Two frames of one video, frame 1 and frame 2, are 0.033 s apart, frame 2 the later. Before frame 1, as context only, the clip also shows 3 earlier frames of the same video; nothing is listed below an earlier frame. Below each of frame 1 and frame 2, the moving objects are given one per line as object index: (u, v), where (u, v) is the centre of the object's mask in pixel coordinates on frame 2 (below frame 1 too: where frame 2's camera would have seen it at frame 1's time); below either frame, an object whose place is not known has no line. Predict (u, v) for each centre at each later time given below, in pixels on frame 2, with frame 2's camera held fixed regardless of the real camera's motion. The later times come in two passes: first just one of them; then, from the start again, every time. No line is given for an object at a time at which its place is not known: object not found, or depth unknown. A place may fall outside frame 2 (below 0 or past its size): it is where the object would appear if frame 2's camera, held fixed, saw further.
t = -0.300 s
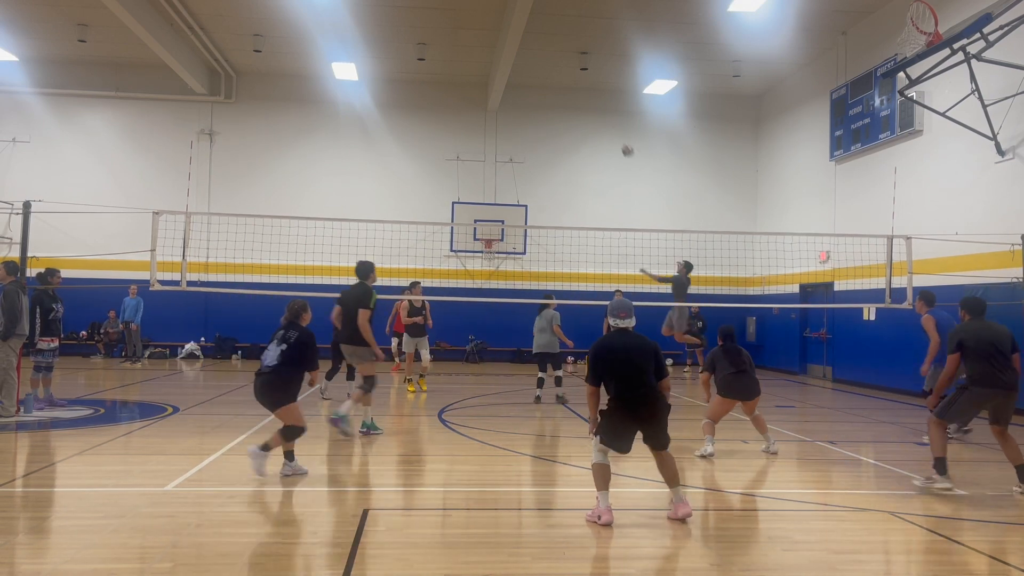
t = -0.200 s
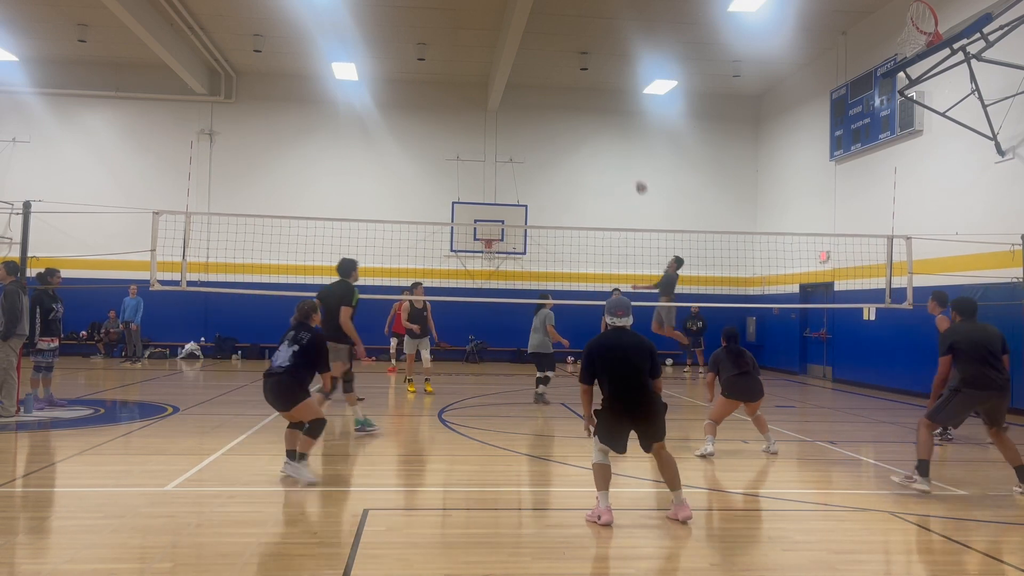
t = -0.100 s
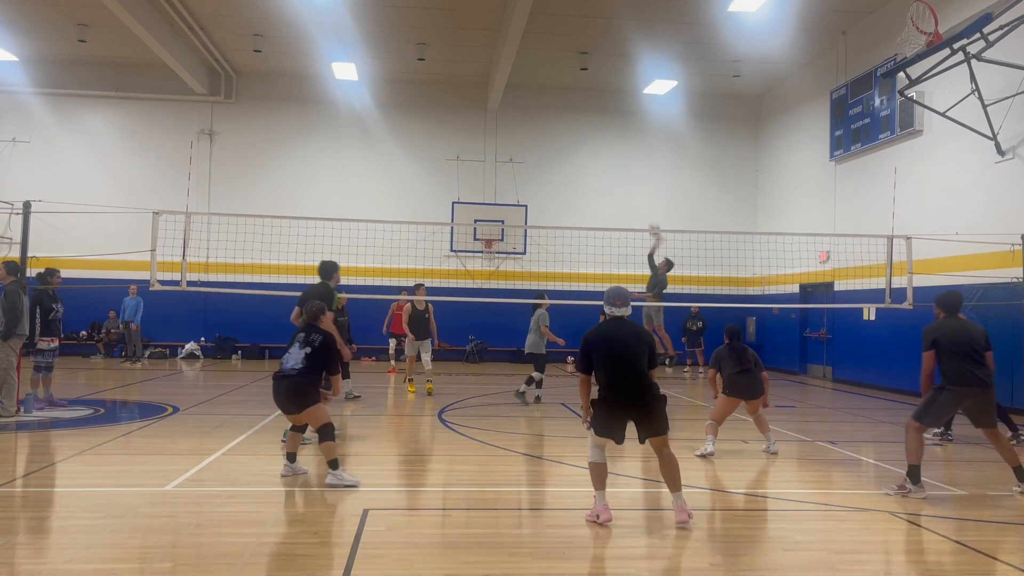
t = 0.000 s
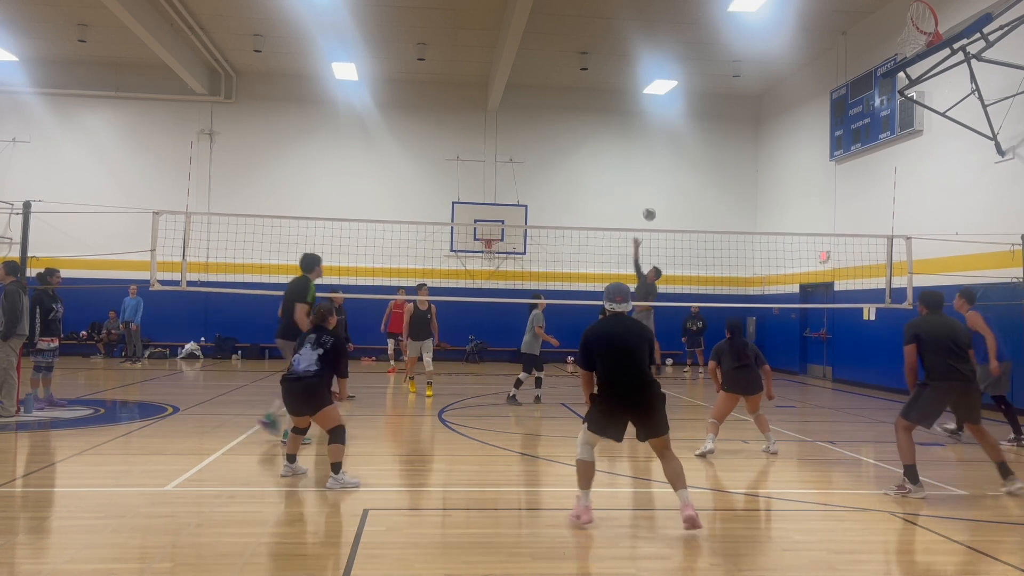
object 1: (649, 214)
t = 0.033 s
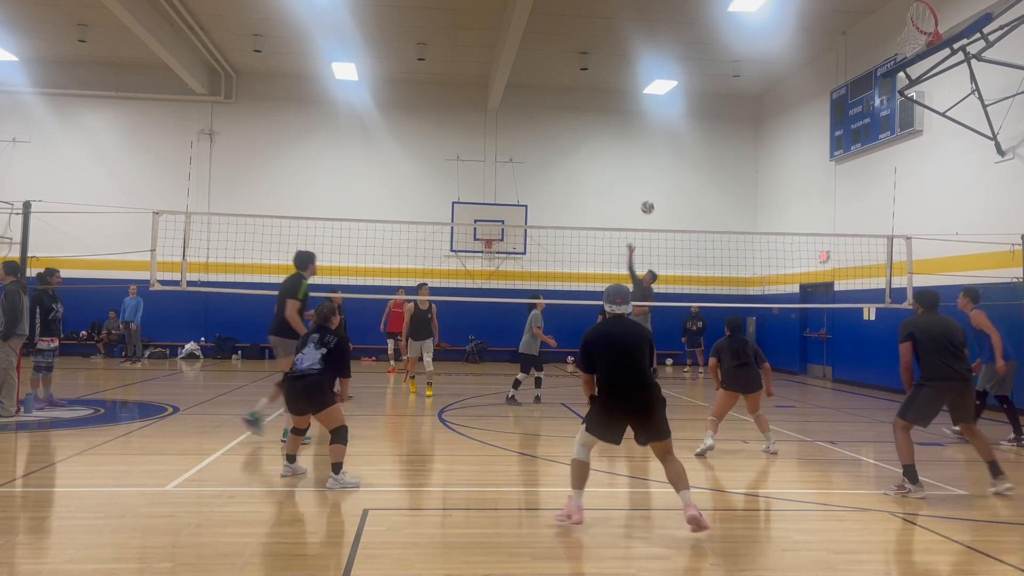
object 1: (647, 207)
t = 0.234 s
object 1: (635, 181)
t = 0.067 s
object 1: (645, 201)
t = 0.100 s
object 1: (643, 196)
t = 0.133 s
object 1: (641, 191)
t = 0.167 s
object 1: (639, 187)
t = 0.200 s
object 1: (637, 184)
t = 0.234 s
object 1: (635, 181)
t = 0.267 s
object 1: (632, 179)
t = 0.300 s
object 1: (630, 179)
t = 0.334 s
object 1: (628, 179)
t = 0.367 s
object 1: (625, 180)
